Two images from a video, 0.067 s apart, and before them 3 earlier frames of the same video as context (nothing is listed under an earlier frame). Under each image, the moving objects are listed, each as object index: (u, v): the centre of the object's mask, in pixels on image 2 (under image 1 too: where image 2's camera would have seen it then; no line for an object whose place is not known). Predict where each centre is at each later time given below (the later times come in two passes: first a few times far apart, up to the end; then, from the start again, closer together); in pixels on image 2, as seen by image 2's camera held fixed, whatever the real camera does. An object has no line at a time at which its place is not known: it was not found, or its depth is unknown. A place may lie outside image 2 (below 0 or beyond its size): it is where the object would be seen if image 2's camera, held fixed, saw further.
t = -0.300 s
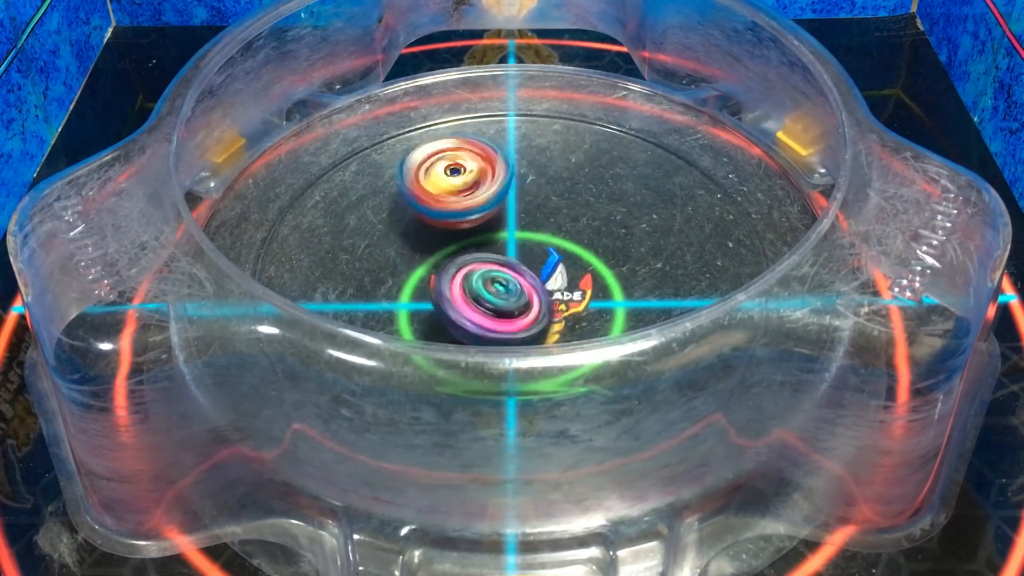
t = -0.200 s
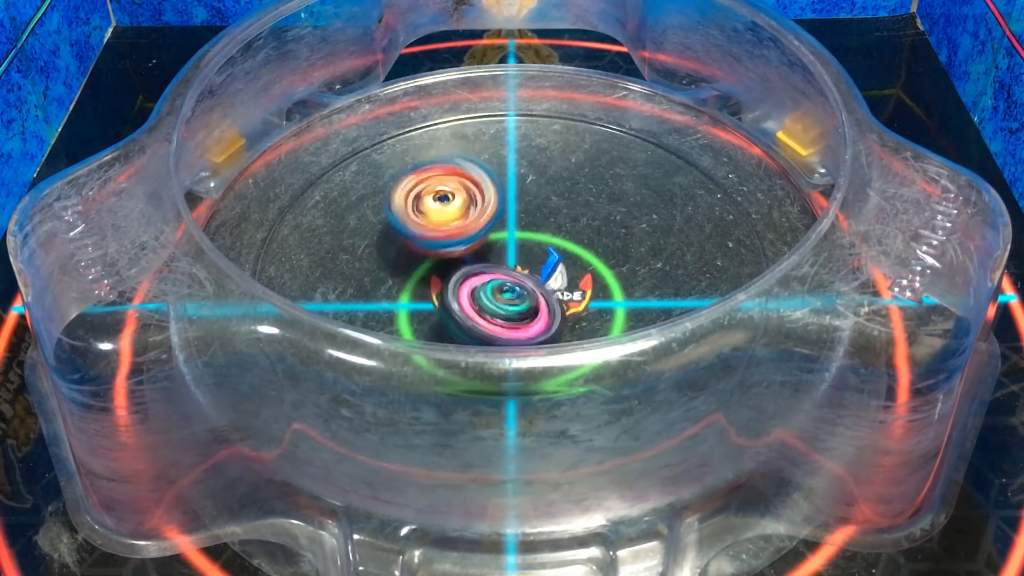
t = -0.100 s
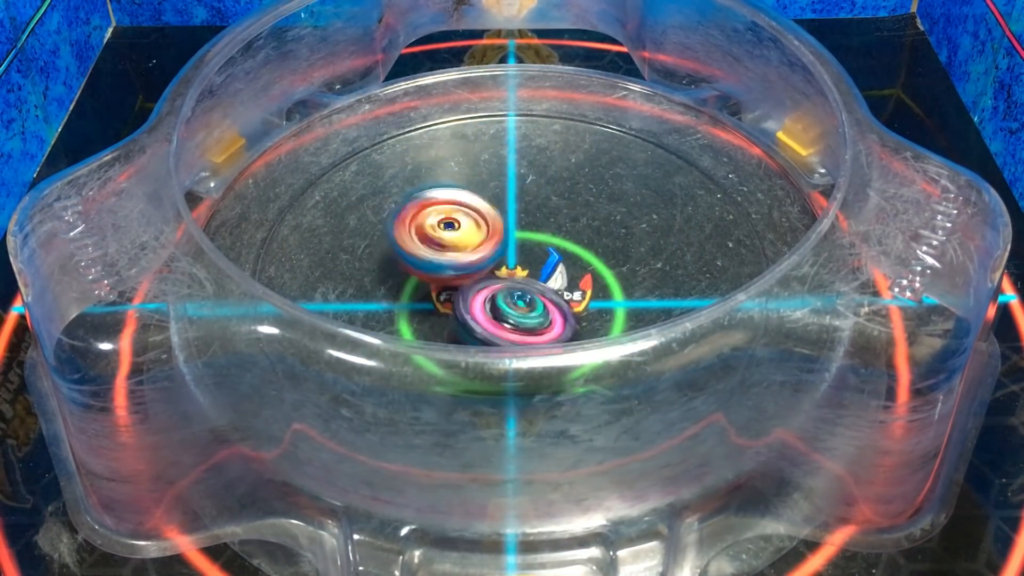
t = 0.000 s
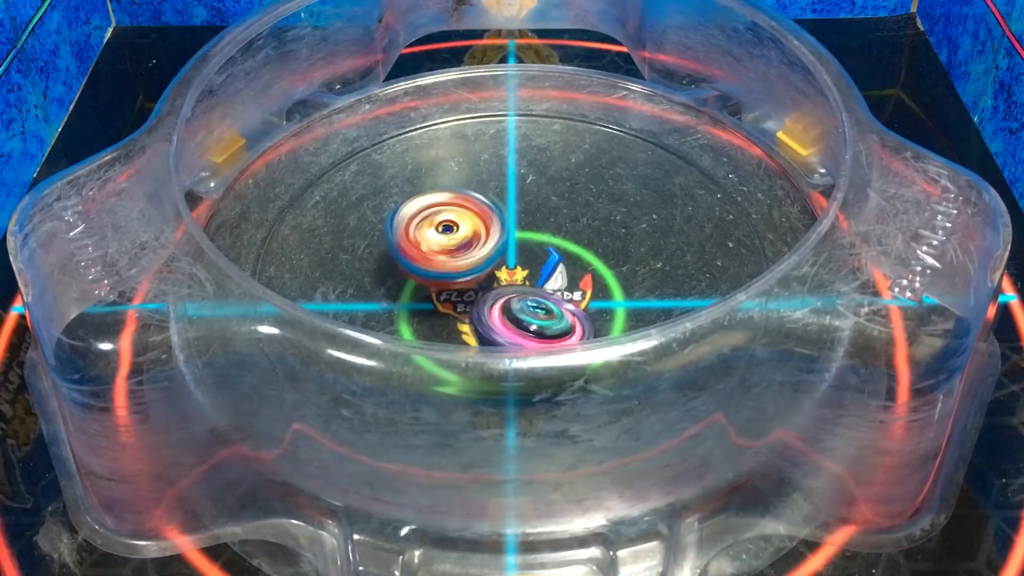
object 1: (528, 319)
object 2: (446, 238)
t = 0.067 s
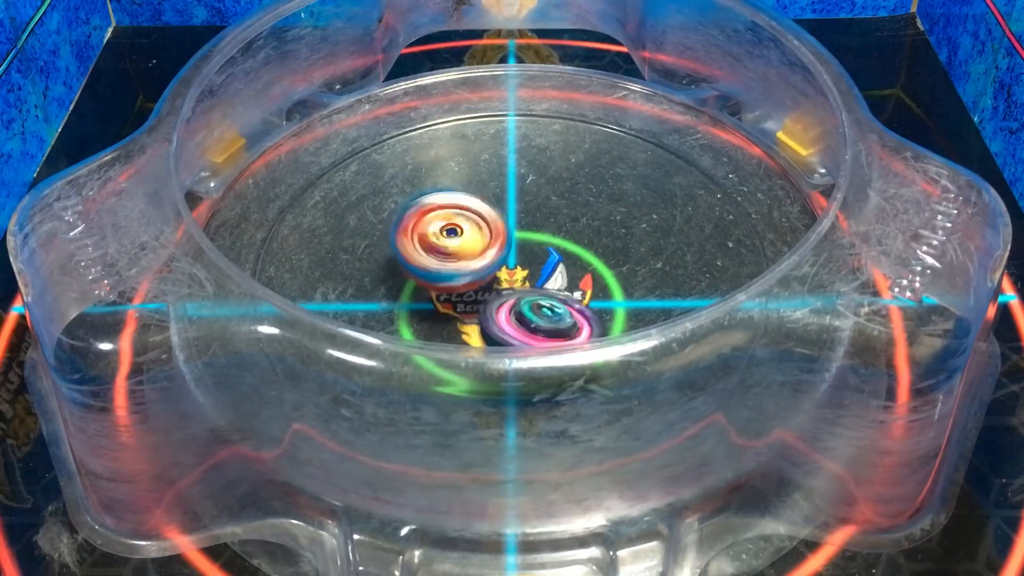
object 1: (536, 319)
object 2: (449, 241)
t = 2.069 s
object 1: (435, 300)
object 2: (528, 197)
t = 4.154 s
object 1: (504, 313)
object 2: (558, 230)
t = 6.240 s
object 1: (568, 255)
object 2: (449, 228)
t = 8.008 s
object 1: (545, 246)
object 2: (438, 260)
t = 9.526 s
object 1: (543, 252)
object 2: (438, 261)
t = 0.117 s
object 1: (540, 319)
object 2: (455, 243)
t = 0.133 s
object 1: (544, 318)
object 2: (459, 244)
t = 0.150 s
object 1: (545, 318)
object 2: (459, 246)
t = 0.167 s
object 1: (544, 317)
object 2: (463, 247)
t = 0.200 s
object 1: (548, 315)
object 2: (466, 248)
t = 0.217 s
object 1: (548, 313)
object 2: (470, 246)
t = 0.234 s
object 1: (554, 314)
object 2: (465, 244)
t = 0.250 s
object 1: (558, 313)
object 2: (464, 240)
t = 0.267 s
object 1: (560, 314)
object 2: (459, 235)
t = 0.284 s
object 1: (563, 313)
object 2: (458, 233)
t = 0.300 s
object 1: (565, 312)
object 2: (456, 229)
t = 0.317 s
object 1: (565, 313)
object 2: (451, 226)
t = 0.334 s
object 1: (565, 312)
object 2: (452, 222)
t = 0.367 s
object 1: (563, 310)
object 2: (447, 219)
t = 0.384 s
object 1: (562, 309)
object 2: (444, 215)
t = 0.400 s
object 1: (560, 307)
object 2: (445, 215)
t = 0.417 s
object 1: (557, 308)
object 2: (443, 212)
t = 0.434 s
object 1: (554, 306)
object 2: (441, 211)
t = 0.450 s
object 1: (551, 303)
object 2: (443, 210)
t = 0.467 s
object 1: (548, 302)
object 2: (441, 209)
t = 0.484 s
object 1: (545, 299)
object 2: (442, 209)
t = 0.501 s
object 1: (545, 294)
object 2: (440, 208)
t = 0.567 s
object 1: (536, 284)
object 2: (445, 207)
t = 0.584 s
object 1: (535, 279)
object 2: (445, 209)
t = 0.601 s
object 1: (533, 276)
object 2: (447, 209)
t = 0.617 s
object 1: (533, 273)
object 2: (446, 209)
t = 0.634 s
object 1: (534, 270)
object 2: (447, 210)
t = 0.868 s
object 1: (559, 241)
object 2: (446, 214)
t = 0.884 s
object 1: (561, 241)
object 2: (444, 216)
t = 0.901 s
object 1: (560, 239)
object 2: (444, 219)
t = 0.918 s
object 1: (562, 237)
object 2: (443, 220)
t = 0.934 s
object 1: (561, 237)
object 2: (442, 223)
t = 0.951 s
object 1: (560, 236)
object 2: (444, 224)
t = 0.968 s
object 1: (560, 233)
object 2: (442, 226)
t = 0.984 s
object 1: (559, 234)
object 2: (447, 228)
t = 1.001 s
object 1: (557, 233)
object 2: (446, 231)
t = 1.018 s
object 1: (556, 233)
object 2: (444, 234)
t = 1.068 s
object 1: (555, 228)
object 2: (442, 245)
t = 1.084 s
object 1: (555, 227)
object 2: (440, 248)
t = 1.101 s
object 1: (555, 227)
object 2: (446, 252)
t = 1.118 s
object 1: (553, 228)
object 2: (444, 256)
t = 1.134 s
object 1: (552, 227)
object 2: (446, 261)
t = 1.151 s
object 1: (550, 227)
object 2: (449, 264)
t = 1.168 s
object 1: (548, 227)
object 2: (451, 269)
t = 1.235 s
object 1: (540, 228)
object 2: (466, 285)
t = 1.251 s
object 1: (537, 227)
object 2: (470, 291)
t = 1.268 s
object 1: (535, 228)
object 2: (475, 294)
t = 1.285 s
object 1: (532, 228)
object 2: (480, 297)
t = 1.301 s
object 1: (527, 225)
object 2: (485, 299)
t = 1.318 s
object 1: (521, 226)
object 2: (490, 301)
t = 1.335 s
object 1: (518, 225)
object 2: (496, 302)
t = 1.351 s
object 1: (515, 227)
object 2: (503, 303)
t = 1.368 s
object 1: (508, 229)
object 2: (510, 304)
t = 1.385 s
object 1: (506, 229)
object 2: (516, 305)
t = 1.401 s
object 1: (501, 232)
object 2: (524, 305)
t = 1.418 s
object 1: (496, 235)
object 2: (529, 306)
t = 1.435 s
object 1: (493, 236)
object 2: (533, 305)
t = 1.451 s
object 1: (489, 239)
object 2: (541, 305)
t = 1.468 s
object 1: (486, 241)
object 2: (545, 304)
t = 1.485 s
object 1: (482, 246)
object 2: (551, 305)
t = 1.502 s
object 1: (476, 254)
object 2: (554, 303)
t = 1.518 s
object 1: (475, 258)
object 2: (563, 301)
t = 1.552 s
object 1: (471, 260)
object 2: (570, 298)
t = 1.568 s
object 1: (469, 261)
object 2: (572, 296)
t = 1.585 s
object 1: (467, 263)
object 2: (578, 294)
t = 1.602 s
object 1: (464, 266)
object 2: (579, 291)
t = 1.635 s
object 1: (460, 270)
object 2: (585, 285)
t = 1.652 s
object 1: (459, 271)
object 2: (586, 284)
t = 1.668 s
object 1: (457, 274)
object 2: (587, 279)
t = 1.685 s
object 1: (456, 275)
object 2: (585, 276)
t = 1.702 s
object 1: (455, 276)
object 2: (588, 272)
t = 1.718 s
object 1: (452, 278)
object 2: (584, 269)
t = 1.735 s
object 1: (451, 278)
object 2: (585, 265)
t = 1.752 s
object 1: (450, 281)
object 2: (581, 261)
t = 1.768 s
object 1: (450, 282)
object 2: (582, 258)
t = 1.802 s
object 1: (450, 285)
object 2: (576, 252)
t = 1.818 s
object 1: (449, 286)
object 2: (572, 247)
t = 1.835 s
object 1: (449, 287)
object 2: (569, 245)
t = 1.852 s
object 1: (449, 287)
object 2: (564, 240)
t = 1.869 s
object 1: (448, 288)
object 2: (557, 239)
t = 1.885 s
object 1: (449, 289)
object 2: (555, 235)
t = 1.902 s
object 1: (448, 290)
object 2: (546, 234)
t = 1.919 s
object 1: (446, 291)
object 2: (549, 227)
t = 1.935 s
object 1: (441, 292)
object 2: (547, 224)
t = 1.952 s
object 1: (439, 294)
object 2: (548, 219)
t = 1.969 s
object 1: (434, 296)
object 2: (545, 215)
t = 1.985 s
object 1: (433, 297)
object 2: (545, 212)
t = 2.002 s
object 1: (431, 298)
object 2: (540, 207)
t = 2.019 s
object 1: (432, 300)
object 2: (539, 204)
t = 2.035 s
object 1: (432, 300)
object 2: (535, 201)
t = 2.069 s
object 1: (435, 300)
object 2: (528, 197)
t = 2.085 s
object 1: (437, 301)
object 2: (527, 194)
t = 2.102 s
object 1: (441, 300)
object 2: (522, 193)
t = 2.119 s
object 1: (444, 301)
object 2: (520, 192)
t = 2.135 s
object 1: (446, 301)
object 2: (516, 191)
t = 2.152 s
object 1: (450, 301)
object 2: (514, 190)
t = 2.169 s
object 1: (455, 300)
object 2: (511, 190)
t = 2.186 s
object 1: (459, 300)
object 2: (508, 190)
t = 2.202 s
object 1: (461, 300)
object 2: (506, 190)
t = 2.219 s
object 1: (466, 299)
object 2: (504, 190)
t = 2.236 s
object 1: (469, 298)
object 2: (502, 191)
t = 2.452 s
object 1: (529, 295)
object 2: (472, 212)
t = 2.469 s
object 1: (535, 295)
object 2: (470, 215)
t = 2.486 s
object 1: (541, 294)
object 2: (467, 216)
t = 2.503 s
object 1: (547, 295)
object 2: (466, 220)
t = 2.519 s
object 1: (550, 295)
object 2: (464, 221)
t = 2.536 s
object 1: (555, 294)
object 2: (463, 225)
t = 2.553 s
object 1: (558, 292)
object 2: (463, 228)
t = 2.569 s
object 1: (563, 292)
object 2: (460, 232)
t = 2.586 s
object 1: (565, 291)
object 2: (461, 234)
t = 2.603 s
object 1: (568, 290)
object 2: (460, 238)
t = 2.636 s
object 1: (573, 286)
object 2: (461, 247)
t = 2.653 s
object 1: (575, 284)
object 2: (464, 249)
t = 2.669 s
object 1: (579, 284)
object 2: (459, 254)
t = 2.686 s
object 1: (586, 281)
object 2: (457, 256)
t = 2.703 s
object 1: (591, 281)
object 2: (450, 259)
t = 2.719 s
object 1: (595, 277)
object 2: (451, 262)
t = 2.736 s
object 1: (599, 276)
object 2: (447, 266)
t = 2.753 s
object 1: (603, 274)
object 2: (449, 269)
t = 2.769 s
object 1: (604, 272)
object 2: (445, 272)
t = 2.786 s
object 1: (606, 270)
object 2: (448, 276)
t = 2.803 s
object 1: (606, 269)
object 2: (446, 279)
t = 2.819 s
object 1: (607, 269)
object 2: (448, 283)
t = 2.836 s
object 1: (606, 267)
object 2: (448, 284)
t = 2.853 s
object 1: (604, 265)
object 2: (451, 289)
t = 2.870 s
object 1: (602, 263)
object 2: (451, 289)
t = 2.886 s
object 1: (600, 263)
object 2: (453, 294)
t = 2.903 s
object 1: (598, 262)
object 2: (457, 294)
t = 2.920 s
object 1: (595, 261)
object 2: (460, 296)
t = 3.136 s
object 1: (556, 235)
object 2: (496, 302)
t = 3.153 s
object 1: (550, 232)
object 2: (499, 303)
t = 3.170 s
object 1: (547, 228)
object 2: (500, 302)
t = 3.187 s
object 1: (538, 228)
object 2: (506, 304)
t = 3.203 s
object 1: (539, 224)
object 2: (501, 302)
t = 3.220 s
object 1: (530, 226)
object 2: (507, 304)
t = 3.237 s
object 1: (526, 224)
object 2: (510, 304)
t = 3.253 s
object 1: (522, 222)
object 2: (517, 302)
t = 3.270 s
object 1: (518, 223)
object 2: (513, 304)
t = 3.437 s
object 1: (484, 225)
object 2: (530, 295)
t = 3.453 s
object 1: (483, 227)
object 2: (533, 295)
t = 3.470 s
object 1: (478, 226)
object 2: (534, 294)
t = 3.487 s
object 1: (474, 229)
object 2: (536, 294)
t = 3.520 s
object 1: (468, 232)
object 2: (542, 290)
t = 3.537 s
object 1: (465, 234)
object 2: (543, 291)
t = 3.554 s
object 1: (464, 236)
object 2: (546, 288)
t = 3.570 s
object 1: (461, 239)
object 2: (547, 288)
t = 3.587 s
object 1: (461, 242)
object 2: (549, 285)
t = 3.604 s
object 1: (459, 241)
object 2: (552, 286)
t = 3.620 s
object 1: (460, 245)
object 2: (552, 283)
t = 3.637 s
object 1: (458, 246)
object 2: (555, 283)
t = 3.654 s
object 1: (456, 249)
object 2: (562, 283)
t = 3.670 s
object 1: (453, 250)
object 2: (571, 282)
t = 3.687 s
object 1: (449, 252)
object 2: (573, 281)
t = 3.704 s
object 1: (445, 254)
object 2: (580, 280)
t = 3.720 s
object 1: (440, 255)
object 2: (581, 278)
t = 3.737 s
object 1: (437, 258)
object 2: (588, 275)
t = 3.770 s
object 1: (435, 261)
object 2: (592, 271)
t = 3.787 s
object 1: (434, 264)
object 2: (592, 271)
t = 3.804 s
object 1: (434, 266)
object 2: (596, 268)
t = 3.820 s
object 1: (435, 269)
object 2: (596, 268)
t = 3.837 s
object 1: (435, 273)
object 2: (596, 264)
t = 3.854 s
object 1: (438, 274)
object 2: (597, 264)
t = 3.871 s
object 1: (439, 277)
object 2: (598, 260)
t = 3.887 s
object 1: (441, 279)
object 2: (601, 260)
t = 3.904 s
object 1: (444, 280)
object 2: (597, 258)
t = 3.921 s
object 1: (447, 283)
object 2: (598, 256)
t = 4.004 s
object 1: (464, 293)
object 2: (586, 248)
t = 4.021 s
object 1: (470, 295)
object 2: (586, 245)
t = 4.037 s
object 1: (474, 298)
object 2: (582, 244)
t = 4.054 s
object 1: (478, 300)
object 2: (576, 243)
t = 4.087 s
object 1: (486, 303)
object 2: (568, 240)
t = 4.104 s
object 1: (491, 305)
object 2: (567, 239)
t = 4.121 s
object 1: (496, 309)
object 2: (562, 238)
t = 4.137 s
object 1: (500, 311)
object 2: (561, 235)
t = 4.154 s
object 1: (504, 313)
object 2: (558, 230)
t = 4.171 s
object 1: (506, 316)
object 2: (557, 225)
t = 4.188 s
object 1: (510, 316)
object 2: (557, 222)
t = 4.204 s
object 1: (515, 317)
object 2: (553, 218)
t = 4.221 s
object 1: (518, 318)
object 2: (552, 215)
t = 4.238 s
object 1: (524, 318)
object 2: (546, 211)
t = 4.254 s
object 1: (528, 318)
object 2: (545, 207)
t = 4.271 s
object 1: (529, 319)
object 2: (541, 204)
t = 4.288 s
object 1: (535, 318)
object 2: (537, 200)
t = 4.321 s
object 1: (543, 316)
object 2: (530, 197)
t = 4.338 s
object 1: (547, 315)
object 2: (529, 194)
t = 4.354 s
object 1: (551, 314)
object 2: (522, 193)
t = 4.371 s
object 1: (551, 314)
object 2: (520, 191)
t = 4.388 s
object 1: (555, 312)
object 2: (515, 191)
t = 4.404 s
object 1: (556, 310)
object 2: (511, 190)
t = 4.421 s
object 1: (559, 307)
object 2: (509, 190)
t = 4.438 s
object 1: (562, 306)
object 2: (503, 190)
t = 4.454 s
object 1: (564, 302)
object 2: (501, 191)
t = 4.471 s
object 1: (565, 298)
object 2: (494, 192)
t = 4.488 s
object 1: (566, 296)
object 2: (492, 192)
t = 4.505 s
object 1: (568, 292)
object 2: (489, 195)
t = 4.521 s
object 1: (569, 288)
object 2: (485, 196)
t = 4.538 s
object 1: (570, 284)
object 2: (483, 199)
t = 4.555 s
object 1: (571, 280)
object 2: (478, 201)
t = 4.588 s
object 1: (571, 274)
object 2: (472, 207)
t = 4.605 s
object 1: (571, 269)
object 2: (470, 210)
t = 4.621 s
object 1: (571, 266)
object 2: (468, 215)
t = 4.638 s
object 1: (569, 262)
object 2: (466, 218)
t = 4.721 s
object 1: (568, 244)
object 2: (461, 239)
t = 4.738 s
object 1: (569, 242)
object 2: (463, 244)
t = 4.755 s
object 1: (567, 238)
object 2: (460, 248)
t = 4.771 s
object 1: (566, 235)
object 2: (461, 251)
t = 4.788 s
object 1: (565, 232)
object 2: (457, 256)
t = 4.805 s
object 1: (563, 231)
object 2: (456, 259)
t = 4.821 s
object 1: (563, 230)
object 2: (457, 263)
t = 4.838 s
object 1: (559, 228)
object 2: (454, 267)
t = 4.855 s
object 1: (557, 226)
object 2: (453, 271)
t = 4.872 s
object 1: (553, 225)
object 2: (449, 276)
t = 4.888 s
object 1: (549, 224)
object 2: (450, 279)
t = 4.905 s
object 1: (547, 223)
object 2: (451, 284)
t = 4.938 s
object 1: (542, 223)
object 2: (451, 292)
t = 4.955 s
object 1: (538, 224)
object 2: (449, 294)
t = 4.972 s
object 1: (534, 224)
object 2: (452, 296)
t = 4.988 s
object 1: (530, 224)
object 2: (455, 300)
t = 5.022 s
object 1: (522, 226)
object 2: (458, 303)
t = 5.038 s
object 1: (518, 227)
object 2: (457, 306)
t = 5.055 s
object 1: (515, 229)
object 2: (462, 306)
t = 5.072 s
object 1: (512, 230)
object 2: (469, 308)
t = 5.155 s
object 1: (488, 235)
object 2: (486, 313)
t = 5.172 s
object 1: (486, 236)
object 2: (487, 312)
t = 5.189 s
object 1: (480, 239)
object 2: (492, 313)
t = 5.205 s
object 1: (476, 239)
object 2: (507, 308)
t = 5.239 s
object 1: (465, 245)
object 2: (515, 307)
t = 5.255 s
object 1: (462, 247)
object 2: (515, 308)
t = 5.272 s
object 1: (456, 249)
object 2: (520, 306)
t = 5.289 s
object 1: (454, 251)
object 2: (521, 306)
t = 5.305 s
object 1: (452, 255)
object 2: (525, 305)
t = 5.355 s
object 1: (443, 266)
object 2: (535, 302)
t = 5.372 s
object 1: (441, 269)
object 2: (539, 301)
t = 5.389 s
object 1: (441, 273)
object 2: (542, 300)
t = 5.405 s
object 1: (440, 275)
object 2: (547, 298)
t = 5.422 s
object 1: (440, 278)
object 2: (554, 295)
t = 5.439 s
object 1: (443, 281)
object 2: (558, 293)
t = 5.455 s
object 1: (443, 284)
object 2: (562, 290)
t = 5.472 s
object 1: (443, 287)
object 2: (563, 287)
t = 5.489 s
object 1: (445, 289)
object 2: (566, 282)
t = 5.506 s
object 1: (446, 292)
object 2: (572, 280)
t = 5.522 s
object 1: (448, 294)
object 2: (572, 276)
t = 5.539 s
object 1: (449, 296)
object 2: (575, 272)
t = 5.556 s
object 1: (453, 298)
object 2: (576, 269)
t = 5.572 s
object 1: (455, 299)
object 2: (576, 263)
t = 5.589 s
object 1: (458, 301)
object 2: (580, 260)
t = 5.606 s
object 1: (461, 303)
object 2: (578, 256)
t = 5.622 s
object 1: (464, 304)
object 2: (579, 251)
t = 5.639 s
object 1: (466, 305)
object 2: (579, 249)
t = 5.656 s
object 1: (470, 307)
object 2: (578, 243)
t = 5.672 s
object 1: (474, 308)
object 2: (579, 239)
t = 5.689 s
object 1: (478, 308)
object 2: (577, 236)
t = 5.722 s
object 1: (486, 309)
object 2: (575, 229)
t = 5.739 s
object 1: (490, 309)
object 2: (570, 225)
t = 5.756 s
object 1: (496, 308)
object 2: (570, 221)
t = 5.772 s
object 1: (500, 310)
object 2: (569, 220)
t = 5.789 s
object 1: (506, 311)
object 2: (564, 216)
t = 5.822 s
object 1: (516, 309)
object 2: (557, 212)
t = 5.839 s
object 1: (519, 309)
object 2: (555, 208)
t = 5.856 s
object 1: (523, 308)
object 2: (553, 208)
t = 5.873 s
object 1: (528, 306)
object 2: (547, 207)
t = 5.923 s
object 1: (542, 303)
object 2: (535, 203)
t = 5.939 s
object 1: (547, 300)
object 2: (531, 202)
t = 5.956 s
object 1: (551, 297)
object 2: (524, 202)
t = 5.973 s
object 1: (554, 294)
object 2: (520, 202)
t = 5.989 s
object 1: (557, 292)
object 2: (516, 202)
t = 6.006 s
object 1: (560, 291)
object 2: (511, 202)
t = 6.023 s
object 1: (561, 288)
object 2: (507, 202)
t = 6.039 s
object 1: (563, 284)
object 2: (501, 205)
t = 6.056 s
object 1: (567, 281)
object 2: (496, 206)
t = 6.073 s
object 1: (569, 278)
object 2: (494, 208)
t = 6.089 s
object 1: (571, 276)
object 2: (488, 210)
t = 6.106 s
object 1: (571, 273)
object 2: (485, 211)
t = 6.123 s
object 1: (571, 271)
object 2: (481, 215)
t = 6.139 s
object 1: (572, 268)
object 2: (476, 217)
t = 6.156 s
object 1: (572, 267)
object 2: (472, 218)
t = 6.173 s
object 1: (571, 265)
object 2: (466, 221)
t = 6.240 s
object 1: (568, 255)
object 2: (449, 228)
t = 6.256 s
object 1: (567, 253)
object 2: (445, 230)
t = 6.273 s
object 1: (565, 250)
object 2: (440, 230)
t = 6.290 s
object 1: (562, 250)
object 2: (439, 231)
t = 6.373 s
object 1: (547, 244)
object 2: (417, 241)
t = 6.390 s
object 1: (542, 243)
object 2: (416, 244)
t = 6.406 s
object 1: (537, 243)
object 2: (410, 247)
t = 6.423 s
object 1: (533, 241)
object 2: (408, 249)
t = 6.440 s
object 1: (528, 241)
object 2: (408, 252)
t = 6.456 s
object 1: (524, 239)
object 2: (404, 255)
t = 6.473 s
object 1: (519, 240)
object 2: (406, 257)
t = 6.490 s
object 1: (518, 242)
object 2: (406, 260)
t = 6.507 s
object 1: (511, 239)
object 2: (404, 263)
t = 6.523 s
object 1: (509, 239)
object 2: (404, 266)
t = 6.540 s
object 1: (515, 239)
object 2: (390, 272)
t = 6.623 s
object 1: (549, 227)
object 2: (351, 285)
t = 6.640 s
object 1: (555, 225)
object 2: (350, 286)
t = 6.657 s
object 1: (558, 224)
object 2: (351, 286)
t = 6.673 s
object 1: (561, 225)
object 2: (350, 287)
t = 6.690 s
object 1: (562, 225)
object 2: (349, 287)
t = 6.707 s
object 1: (563, 226)
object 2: (353, 287)
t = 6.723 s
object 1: (563, 226)
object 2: (360, 289)
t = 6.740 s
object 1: (564, 227)
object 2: (364, 289)
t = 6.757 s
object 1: (563, 229)
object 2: (368, 285)
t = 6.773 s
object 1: (562, 233)
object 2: (375, 285)
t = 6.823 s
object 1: (563, 238)
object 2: (393, 287)
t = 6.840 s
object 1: (563, 240)
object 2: (399, 286)
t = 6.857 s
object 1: (561, 241)
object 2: (406, 286)
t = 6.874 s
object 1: (560, 242)
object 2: (415, 286)
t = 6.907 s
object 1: (556, 245)
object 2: (427, 284)
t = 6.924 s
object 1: (551, 247)
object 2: (435, 281)
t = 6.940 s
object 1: (552, 246)
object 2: (436, 282)
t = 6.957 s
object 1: (557, 244)
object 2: (431, 282)
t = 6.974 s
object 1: (560, 242)
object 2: (424, 283)
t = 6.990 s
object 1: (564, 241)
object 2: (420, 282)
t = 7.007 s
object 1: (566, 241)
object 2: (418, 281)
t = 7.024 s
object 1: (566, 241)
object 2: (417, 281)
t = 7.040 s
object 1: (564, 241)
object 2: (417, 282)
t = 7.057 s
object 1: (563, 243)
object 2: (417, 281)
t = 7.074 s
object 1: (559, 244)
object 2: (415, 282)
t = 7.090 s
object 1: (558, 246)
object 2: (416, 281)
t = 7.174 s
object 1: (553, 249)
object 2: (422, 277)
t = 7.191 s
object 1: (552, 250)
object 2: (424, 275)
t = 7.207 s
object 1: (551, 250)
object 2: (428, 274)
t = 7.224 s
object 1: (551, 249)
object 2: (434, 273)
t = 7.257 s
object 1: (553, 247)
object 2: (438, 276)
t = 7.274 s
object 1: (552, 248)
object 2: (441, 277)
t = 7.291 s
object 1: (551, 250)
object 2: (445, 275)
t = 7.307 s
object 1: (555, 248)
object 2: (445, 275)
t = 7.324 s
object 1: (559, 247)
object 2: (441, 277)
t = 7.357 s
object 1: (566, 245)
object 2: (437, 279)
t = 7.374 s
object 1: (569, 245)
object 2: (437, 280)
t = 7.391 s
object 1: (570, 244)
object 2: (437, 280)
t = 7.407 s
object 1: (571, 243)
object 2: (438, 280)
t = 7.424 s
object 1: (572, 242)
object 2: (438, 280)
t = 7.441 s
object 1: (573, 241)
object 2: (439, 279)
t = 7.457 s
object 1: (574, 240)
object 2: (439, 279)
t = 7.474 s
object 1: (573, 240)
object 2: (440, 278)
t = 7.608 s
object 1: (572, 242)
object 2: (441, 271)
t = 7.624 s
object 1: (571, 242)
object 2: (441, 270)
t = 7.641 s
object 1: (571, 242)
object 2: (441, 269)
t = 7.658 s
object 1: (569, 242)
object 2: (441, 268)
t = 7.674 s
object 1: (568, 242)
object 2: (441, 267)
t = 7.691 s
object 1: (566, 242)
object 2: (442, 266)
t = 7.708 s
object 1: (563, 244)
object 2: (442, 265)
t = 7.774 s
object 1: (551, 251)
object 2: (441, 264)
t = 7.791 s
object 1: (548, 252)
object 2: (439, 262)
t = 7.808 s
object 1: (546, 253)
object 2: (438, 262)
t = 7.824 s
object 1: (545, 253)
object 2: (437, 262)
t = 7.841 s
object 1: (545, 252)
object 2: (437, 262)
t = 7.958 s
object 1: (546, 246)
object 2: (438, 260)
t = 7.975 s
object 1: (545, 246)
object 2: (437, 260)
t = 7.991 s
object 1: (545, 246)
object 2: (438, 260)
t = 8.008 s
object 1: (545, 246)
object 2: (438, 260)
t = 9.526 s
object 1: (543, 252)
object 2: (438, 261)
